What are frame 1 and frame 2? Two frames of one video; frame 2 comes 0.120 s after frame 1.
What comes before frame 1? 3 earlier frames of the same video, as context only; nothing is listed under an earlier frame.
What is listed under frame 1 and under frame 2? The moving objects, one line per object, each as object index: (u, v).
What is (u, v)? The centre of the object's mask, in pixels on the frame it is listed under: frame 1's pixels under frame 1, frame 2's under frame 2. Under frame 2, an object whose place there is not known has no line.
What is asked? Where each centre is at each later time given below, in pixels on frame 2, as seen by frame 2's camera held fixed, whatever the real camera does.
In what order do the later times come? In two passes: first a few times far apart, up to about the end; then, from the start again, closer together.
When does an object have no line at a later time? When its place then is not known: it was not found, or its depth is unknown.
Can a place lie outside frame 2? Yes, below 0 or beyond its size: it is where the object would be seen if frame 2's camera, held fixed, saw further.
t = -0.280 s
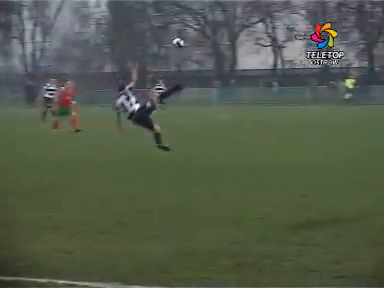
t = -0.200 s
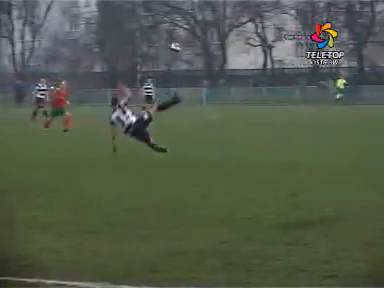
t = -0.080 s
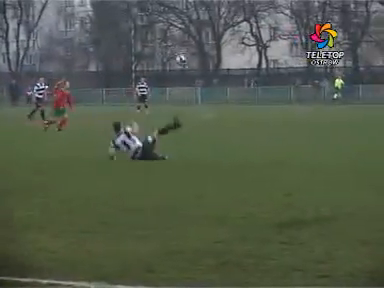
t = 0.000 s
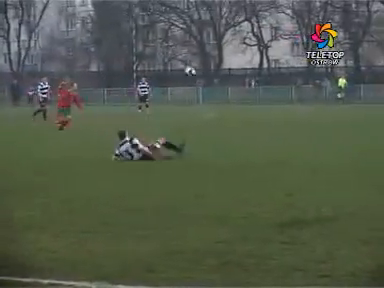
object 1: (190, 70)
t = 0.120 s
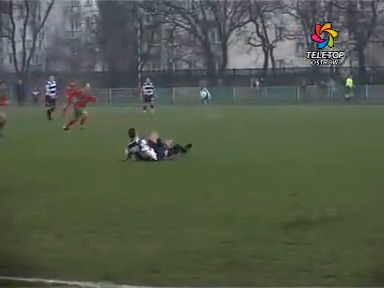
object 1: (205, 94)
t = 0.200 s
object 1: (210, 111)
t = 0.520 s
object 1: (229, 108)
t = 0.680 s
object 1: (236, 94)
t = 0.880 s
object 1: (244, 91)
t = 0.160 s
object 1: (208, 101)
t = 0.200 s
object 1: (210, 111)
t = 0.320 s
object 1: (220, 141)
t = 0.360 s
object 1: (222, 134)
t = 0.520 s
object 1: (229, 108)
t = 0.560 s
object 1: (231, 103)
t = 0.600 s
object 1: (232, 99)
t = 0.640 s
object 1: (234, 96)
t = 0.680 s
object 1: (236, 94)
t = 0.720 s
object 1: (237, 92)
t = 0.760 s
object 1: (238, 91)
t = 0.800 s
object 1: (241, 90)
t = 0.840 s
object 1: (242, 91)
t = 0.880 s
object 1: (244, 91)
